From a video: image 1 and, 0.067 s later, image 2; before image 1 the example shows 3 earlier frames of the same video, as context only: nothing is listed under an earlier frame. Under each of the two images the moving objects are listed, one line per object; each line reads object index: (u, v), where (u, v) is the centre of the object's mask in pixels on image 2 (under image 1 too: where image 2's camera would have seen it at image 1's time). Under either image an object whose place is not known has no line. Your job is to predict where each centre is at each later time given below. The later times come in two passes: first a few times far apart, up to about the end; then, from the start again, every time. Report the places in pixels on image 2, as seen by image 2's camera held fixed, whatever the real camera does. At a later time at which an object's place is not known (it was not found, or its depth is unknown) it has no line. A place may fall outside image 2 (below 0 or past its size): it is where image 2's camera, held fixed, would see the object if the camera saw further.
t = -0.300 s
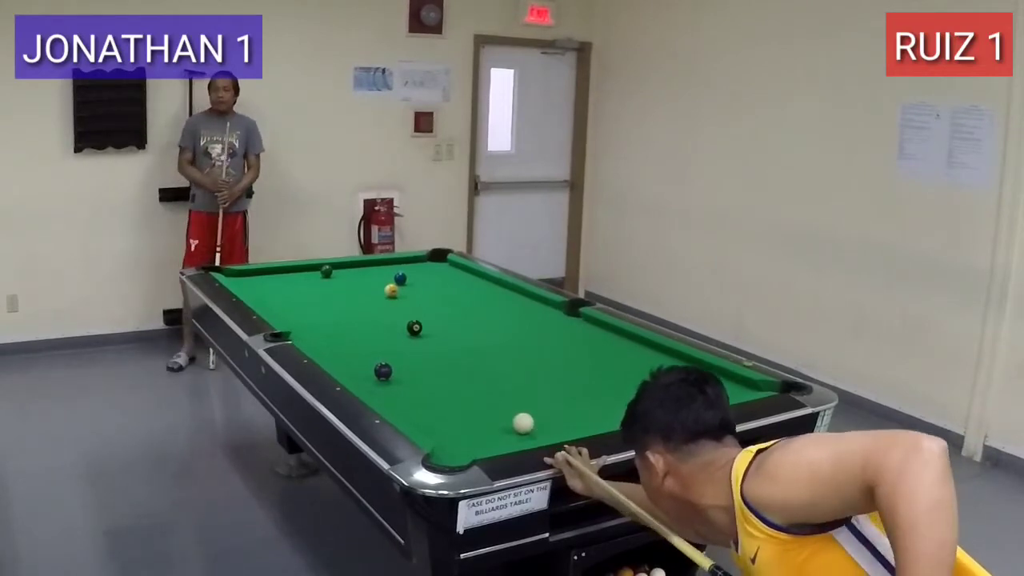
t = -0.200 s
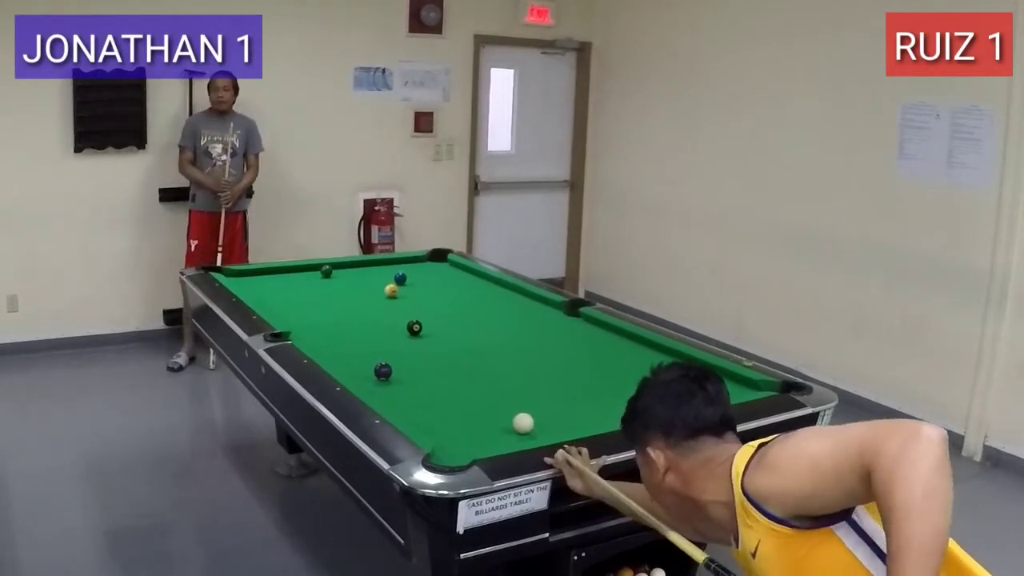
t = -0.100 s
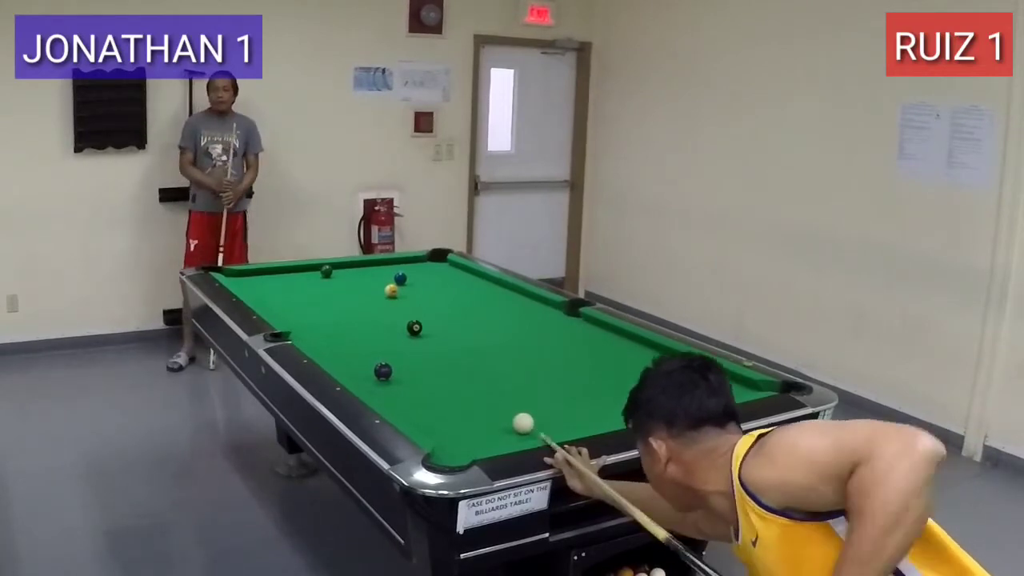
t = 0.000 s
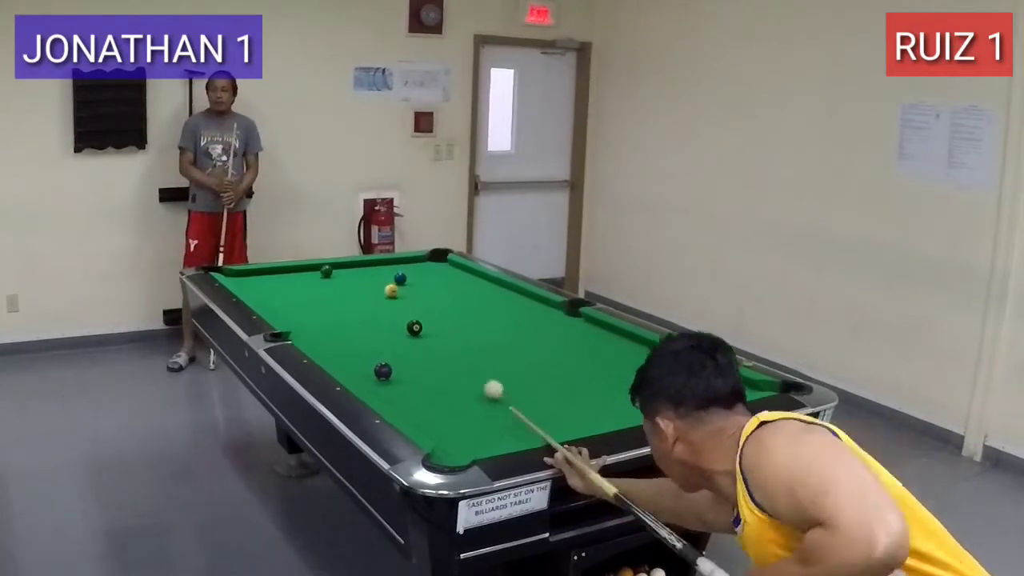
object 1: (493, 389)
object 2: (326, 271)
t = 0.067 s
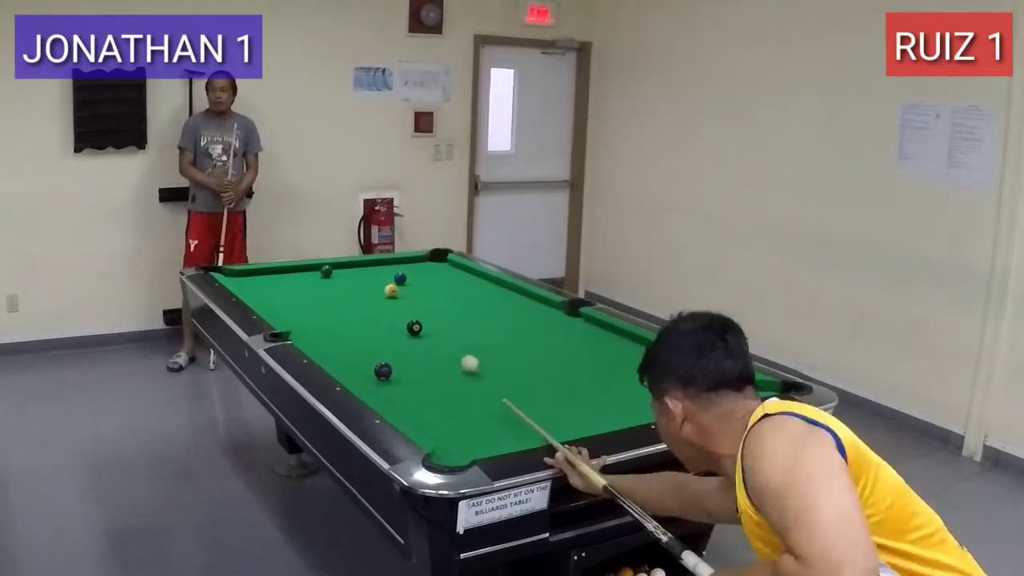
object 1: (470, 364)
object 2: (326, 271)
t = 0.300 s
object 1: (414, 301)
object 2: (326, 271)
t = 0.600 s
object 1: (344, 274)
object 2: (326, 271)
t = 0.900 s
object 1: (331, 268)
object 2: (300, 271)
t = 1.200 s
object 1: (334, 267)
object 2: (295, 279)
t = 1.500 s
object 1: (344, 270)
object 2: (290, 286)
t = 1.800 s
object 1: (354, 272)
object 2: (286, 292)
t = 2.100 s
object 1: (362, 273)
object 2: (282, 299)
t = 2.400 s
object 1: (368, 275)
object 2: (277, 304)
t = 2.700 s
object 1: (372, 276)
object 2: (274, 309)
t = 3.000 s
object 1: (375, 277)
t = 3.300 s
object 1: (376, 277)
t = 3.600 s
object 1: (376, 277)
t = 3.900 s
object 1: (376, 277)
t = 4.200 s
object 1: (376, 277)
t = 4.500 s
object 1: (376, 277)
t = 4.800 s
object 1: (376, 277)
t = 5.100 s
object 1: (376, 277)
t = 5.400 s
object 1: (376, 277)
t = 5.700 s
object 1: (376, 277)
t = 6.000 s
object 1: (376, 277)
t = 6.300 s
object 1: (376, 277)
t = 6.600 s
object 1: (376, 277)
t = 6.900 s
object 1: (376, 277)
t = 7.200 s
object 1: (376, 277)
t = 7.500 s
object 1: (376, 277)
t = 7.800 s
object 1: (376, 277)
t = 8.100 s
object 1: (376, 277)
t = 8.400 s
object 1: (376, 277)
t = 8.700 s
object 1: (376, 277)
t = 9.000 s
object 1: (376, 277)
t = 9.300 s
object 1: (376, 277)
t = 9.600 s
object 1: (376, 277)
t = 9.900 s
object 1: (376, 277)
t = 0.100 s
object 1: (460, 352)
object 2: (326, 271)
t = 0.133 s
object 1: (450, 341)
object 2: (326, 271)
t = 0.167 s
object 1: (442, 332)
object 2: (326, 271)
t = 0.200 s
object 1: (435, 324)
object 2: (326, 271)
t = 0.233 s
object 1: (427, 316)
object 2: (326, 271)
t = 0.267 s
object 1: (421, 308)
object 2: (326, 271)
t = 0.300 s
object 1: (414, 301)
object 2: (326, 271)
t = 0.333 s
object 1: (408, 294)
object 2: (326, 271)
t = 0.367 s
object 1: (403, 288)
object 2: (326, 271)
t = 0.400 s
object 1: (398, 281)
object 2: (326, 271)
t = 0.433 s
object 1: (388, 279)
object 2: (326, 271)
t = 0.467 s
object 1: (379, 279)
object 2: (326, 271)
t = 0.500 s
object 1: (369, 278)
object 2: (326, 271)
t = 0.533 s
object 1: (360, 277)
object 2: (326, 271)
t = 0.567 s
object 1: (352, 276)
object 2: (326, 272)
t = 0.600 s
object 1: (344, 274)
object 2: (326, 271)
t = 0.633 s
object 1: (336, 273)
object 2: (325, 271)
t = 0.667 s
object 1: (336, 273)
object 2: (318, 270)
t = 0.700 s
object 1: (336, 272)
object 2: (311, 269)
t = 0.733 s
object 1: (336, 272)
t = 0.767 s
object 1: (335, 271)
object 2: (303, 269)
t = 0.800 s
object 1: (334, 271)
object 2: (302, 269)
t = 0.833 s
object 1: (333, 270)
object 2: (301, 270)
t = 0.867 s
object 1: (332, 269)
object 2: (301, 271)
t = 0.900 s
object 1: (331, 268)
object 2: (300, 271)
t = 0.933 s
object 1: (330, 268)
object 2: (299, 272)
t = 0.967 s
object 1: (329, 267)
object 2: (299, 272)
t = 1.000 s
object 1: (328, 266)
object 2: (298, 273)
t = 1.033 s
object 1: (328, 266)
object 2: (298, 274)
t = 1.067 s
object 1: (329, 266)
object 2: (297, 275)
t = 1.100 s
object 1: (330, 266)
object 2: (297, 276)
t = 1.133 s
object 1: (331, 267)
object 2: (296, 277)
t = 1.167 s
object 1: (333, 267)
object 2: (295, 277)
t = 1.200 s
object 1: (334, 267)
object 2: (295, 279)
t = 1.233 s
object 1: (335, 267)
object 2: (294, 279)
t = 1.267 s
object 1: (336, 268)
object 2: (294, 280)
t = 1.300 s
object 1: (338, 268)
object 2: (293, 281)
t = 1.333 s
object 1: (339, 268)
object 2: (293, 281)
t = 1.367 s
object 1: (340, 269)
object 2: (292, 282)
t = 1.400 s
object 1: (341, 269)
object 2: (292, 283)
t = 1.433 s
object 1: (342, 269)
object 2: (291, 284)
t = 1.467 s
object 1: (343, 269)
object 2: (291, 285)
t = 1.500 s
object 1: (344, 270)
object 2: (290, 286)
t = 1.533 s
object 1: (345, 270)
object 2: (290, 286)
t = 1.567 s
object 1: (347, 270)
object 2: (289, 287)
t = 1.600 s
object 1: (348, 270)
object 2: (289, 288)
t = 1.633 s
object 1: (349, 270)
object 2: (288, 288)
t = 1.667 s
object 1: (350, 270)
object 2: (288, 289)
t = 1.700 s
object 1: (350, 271)
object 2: (287, 290)
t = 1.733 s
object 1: (352, 271)
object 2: (287, 291)
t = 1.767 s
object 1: (352, 271)
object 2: (286, 292)
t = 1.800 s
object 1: (354, 272)
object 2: (286, 292)
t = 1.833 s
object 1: (355, 272)
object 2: (285, 293)
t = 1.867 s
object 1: (356, 272)
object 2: (285, 294)
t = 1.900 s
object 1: (357, 272)
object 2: (284, 294)
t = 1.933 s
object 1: (357, 273)
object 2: (284, 295)
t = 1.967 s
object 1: (358, 273)
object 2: (283, 296)
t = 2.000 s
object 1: (359, 273)
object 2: (283, 297)
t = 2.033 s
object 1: (360, 273)
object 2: (282, 297)
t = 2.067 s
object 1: (361, 273)
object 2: (282, 298)
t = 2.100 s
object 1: (362, 273)
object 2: (282, 299)
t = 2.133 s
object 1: (363, 273)
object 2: (281, 299)
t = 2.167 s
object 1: (364, 274)
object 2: (281, 300)
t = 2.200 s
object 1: (364, 274)
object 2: (280, 301)
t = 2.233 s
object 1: (365, 274)
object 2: (280, 301)
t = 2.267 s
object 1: (366, 274)
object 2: (279, 302)
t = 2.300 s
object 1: (366, 275)
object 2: (279, 303)
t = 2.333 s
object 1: (367, 275)
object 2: (278, 303)
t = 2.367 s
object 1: (367, 275)
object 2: (278, 304)
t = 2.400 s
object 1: (368, 275)
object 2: (277, 304)
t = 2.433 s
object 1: (369, 275)
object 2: (277, 305)
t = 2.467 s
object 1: (369, 275)
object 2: (276, 306)
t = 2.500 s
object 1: (370, 275)
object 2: (276, 307)
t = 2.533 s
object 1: (370, 276)
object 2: (276, 308)
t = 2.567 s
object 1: (371, 276)
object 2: (275, 308)
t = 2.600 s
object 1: (371, 276)
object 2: (275, 308)
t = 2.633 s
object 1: (372, 276)
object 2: (275, 309)
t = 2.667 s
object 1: (372, 276)
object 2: (275, 309)
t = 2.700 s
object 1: (372, 276)
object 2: (274, 309)
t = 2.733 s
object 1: (373, 276)
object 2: (274, 310)
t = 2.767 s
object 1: (373, 276)
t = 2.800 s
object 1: (374, 276)
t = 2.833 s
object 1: (374, 276)
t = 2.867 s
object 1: (374, 277)
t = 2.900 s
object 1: (375, 277)
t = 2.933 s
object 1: (374, 277)
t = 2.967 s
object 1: (375, 277)
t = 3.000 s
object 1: (375, 277)
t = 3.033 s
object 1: (375, 277)
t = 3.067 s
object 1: (375, 277)
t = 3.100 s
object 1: (375, 277)
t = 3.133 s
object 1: (375, 277)
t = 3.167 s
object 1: (375, 277)
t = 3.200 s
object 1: (375, 277)
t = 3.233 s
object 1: (376, 277)
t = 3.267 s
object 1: (376, 277)
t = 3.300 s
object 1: (376, 277)
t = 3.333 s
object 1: (376, 277)
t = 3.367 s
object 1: (376, 277)
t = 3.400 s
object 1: (376, 277)
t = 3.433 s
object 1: (376, 277)
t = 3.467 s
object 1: (376, 277)
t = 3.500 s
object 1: (376, 277)
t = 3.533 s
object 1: (376, 277)
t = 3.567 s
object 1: (376, 277)
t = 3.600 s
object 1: (376, 277)
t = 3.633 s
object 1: (376, 277)
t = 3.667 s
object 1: (376, 277)
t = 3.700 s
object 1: (376, 277)
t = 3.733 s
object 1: (376, 277)
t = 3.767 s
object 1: (376, 277)
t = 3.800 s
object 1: (376, 277)
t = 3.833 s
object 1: (376, 277)
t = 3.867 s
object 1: (376, 277)
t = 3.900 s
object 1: (376, 277)
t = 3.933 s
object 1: (376, 277)
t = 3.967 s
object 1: (376, 277)
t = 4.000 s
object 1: (376, 277)
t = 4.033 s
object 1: (376, 277)
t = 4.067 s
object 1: (376, 277)
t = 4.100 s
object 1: (376, 277)
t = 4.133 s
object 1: (376, 277)
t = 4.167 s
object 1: (376, 277)
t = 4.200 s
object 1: (376, 277)
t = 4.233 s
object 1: (376, 277)
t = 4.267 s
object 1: (376, 277)
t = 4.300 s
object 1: (376, 277)
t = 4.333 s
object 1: (376, 277)
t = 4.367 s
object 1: (376, 277)
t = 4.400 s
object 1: (376, 277)
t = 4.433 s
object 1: (376, 277)
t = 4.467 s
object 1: (376, 277)
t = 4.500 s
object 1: (376, 277)
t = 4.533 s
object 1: (376, 277)
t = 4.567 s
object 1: (376, 277)
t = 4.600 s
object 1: (376, 277)
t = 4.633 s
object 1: (376, 277)
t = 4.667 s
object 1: (376, 277)
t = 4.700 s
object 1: (376, 277)
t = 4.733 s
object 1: (376, 277)
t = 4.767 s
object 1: (376, 277)
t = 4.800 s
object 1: (376, 277)
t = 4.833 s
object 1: (376, 277)
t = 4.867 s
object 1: (376, 277)
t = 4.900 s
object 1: (376, 277)
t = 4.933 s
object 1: (376, 277)
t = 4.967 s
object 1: (376, 277)
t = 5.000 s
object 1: (376, 277)
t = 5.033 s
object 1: (376, 277)
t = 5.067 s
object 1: (376, 277)
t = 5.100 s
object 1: (376, 277)
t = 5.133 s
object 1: (376, 277)
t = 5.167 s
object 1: (376, 277)
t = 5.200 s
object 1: (376, 277)
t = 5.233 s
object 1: (376, 277)
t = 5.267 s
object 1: (376, 277)
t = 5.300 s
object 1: (376, 277)
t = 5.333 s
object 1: (376, 277)
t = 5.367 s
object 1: (376, 277)
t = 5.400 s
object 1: (376, 277)
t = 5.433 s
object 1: (376, 277)
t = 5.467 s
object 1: (376, 277)
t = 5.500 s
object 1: (376, 277)
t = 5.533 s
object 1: (376, 277)
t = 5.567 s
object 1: (376, 277)
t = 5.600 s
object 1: (376, 277)
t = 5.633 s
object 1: (376, 277)
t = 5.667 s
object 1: (376, 277)
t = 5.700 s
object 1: (376, 277)
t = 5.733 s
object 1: (376, 277)
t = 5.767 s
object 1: (376, 277)
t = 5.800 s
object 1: (376, 277)
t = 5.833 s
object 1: (376, 277)
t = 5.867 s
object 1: (376, 277)
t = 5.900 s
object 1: (376, 277)
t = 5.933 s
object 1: (376, 277)
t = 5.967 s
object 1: (376, 277)
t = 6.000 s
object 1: (376, 277)
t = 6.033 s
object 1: (376, 277)
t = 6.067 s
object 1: (376, 277)
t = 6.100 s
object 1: (376, 277)
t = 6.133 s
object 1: (376, 277)
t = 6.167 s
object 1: (376, 277)
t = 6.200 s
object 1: (376, 277)
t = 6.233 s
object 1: (376, 277)
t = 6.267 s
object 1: (376, 277)
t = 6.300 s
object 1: (376, 277)
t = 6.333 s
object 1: (376, 277)
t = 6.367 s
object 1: (376, 277)
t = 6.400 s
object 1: (376, 277)
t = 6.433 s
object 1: (376, 277)
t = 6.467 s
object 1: (376, 277)
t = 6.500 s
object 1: (376, 277)
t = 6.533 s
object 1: (376, 277)
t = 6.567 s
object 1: (376, 277)
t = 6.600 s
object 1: (376, 277)
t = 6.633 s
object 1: (376, 277)
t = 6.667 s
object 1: (376, 277)
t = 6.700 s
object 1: (376, 277)
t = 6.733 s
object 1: (376, 277)
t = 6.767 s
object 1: (376, 277)
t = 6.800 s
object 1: (376, 277)
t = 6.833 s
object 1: (376, 277)
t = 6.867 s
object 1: (376, 277)
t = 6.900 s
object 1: (376, 277)
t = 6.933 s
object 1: (376, 277)
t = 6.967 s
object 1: (376, 277)
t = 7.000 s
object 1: (376, 277)
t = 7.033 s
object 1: (376, 277)
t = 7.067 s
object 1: (376, 277)
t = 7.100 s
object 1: (376, 277)
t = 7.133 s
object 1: (376, 277)
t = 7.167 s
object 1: (376, 277)
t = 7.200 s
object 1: (376, 277)
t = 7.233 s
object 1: (376, 277)
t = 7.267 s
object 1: (376, 277)
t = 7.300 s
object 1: (376, 277)
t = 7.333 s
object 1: (376, 277)
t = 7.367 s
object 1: (376, 277)
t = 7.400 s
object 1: (376, 277)
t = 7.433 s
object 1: (376, 277)
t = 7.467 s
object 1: (376, 277)
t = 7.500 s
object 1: (376, 277)
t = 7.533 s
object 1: (376, 277)
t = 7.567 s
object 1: (376, 277)
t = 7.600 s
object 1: (376, 277)
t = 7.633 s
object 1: (376, 277)
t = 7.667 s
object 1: (376, 277)
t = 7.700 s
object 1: (376, 277)
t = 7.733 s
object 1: (376, 277)
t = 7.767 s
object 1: (376, 277)
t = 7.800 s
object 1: (376, 277)
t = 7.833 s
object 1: (376, 277)
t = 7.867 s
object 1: (376, 277)
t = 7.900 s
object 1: (376, 277)
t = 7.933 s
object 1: (376, 277)
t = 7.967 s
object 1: (376, 277)
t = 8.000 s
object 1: (376, 277)
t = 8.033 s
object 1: (376, 277)
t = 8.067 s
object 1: (376, 277)
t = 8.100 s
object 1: (376, 277)
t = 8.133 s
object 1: (376, 277)
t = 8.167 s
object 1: (376, 277)
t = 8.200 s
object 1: (376, 277)
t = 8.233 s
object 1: (376, 277)
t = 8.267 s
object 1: (376, 277)
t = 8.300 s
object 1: (376, 277)
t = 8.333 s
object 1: (376, 277)
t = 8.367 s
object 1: (376, 277)
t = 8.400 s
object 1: (376, 277)
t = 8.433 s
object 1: (376, 277)
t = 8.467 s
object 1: (376, 277)
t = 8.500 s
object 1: (376, 277)
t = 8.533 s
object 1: (376, 277)
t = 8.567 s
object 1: (376, 277)
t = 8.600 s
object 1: (376, 277)
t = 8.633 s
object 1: (376, 277)
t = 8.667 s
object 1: (376, 277)
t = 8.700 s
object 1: (376, 277)
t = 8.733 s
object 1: (376, 277)
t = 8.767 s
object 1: (376, 277)
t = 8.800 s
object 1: (376, 277)
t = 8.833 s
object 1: (376, 277)
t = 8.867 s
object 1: (376, 277)
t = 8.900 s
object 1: (376, 277)
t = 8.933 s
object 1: (376, 277)
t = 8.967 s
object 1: (376, 277)
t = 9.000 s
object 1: (376, 277)
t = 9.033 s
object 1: (376, 277)
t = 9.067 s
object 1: (376, 277)
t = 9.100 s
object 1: (376, 277)
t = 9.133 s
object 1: (376, 277)
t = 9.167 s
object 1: (376, 277)
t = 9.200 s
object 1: (376, 277)
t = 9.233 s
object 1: (376, 277)
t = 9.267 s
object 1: (376, 277)
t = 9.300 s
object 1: (376, 277)
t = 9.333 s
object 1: (376, 277)
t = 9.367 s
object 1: (376, 277)
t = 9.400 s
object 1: (376, 277)
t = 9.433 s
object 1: (376, 277)
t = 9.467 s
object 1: (376, 277)
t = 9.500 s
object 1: (376, 277)
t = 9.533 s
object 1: (376, 277)
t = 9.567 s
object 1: (376, 277)
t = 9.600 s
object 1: (376, 277)
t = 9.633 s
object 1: (376, 277)
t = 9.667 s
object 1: (376, 277)
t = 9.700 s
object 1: (376, 277)
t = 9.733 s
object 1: (376, 277)
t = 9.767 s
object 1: (376, 277)
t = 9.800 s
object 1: (376, 277)
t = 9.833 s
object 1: (376, 277)
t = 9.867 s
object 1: (376, 277)
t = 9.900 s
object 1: (376, 277)
